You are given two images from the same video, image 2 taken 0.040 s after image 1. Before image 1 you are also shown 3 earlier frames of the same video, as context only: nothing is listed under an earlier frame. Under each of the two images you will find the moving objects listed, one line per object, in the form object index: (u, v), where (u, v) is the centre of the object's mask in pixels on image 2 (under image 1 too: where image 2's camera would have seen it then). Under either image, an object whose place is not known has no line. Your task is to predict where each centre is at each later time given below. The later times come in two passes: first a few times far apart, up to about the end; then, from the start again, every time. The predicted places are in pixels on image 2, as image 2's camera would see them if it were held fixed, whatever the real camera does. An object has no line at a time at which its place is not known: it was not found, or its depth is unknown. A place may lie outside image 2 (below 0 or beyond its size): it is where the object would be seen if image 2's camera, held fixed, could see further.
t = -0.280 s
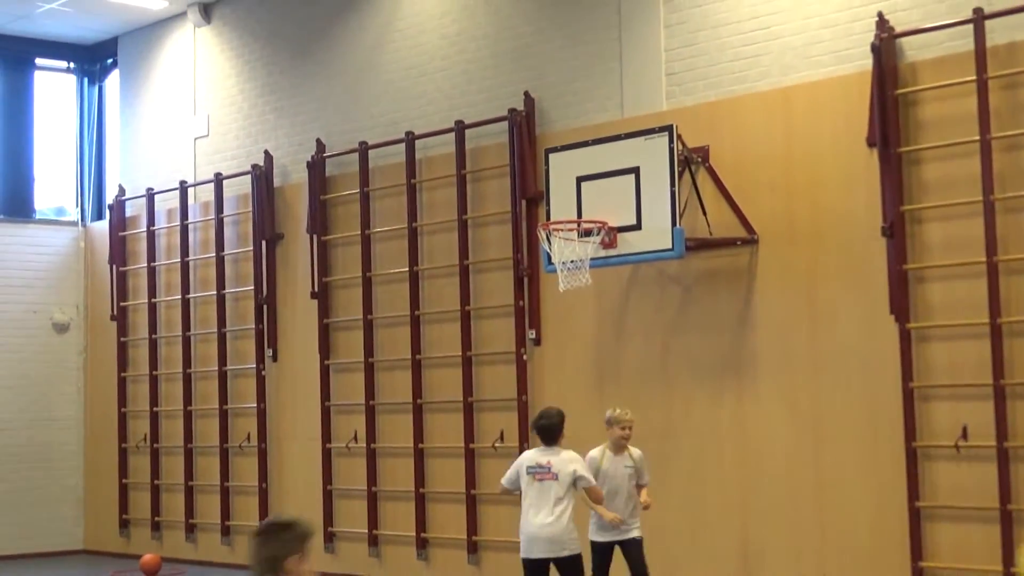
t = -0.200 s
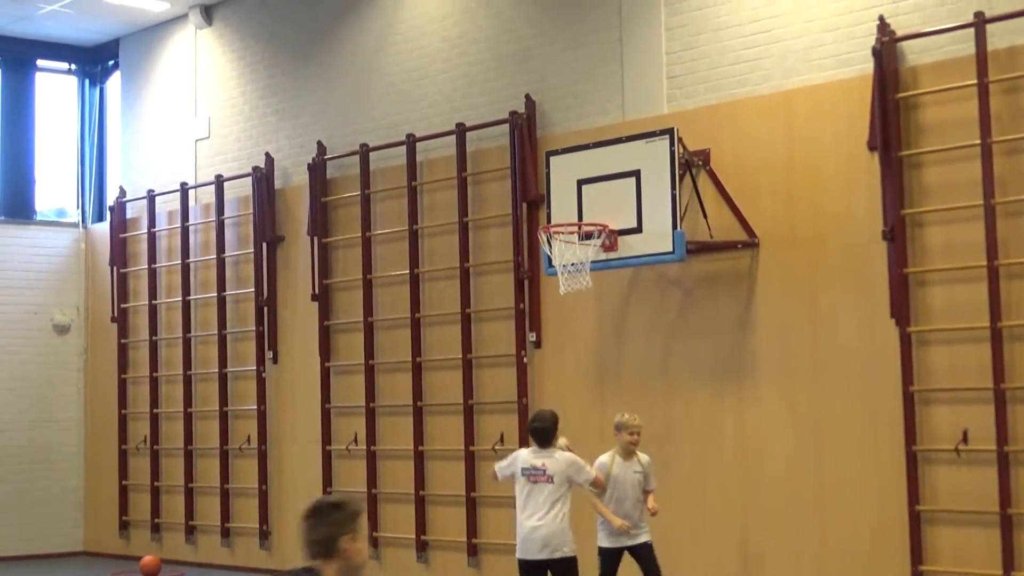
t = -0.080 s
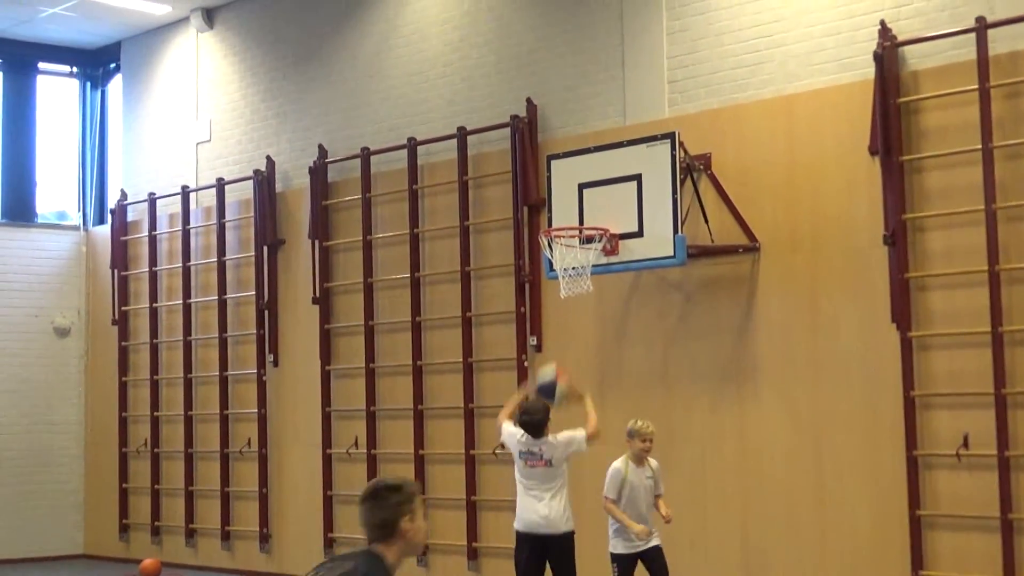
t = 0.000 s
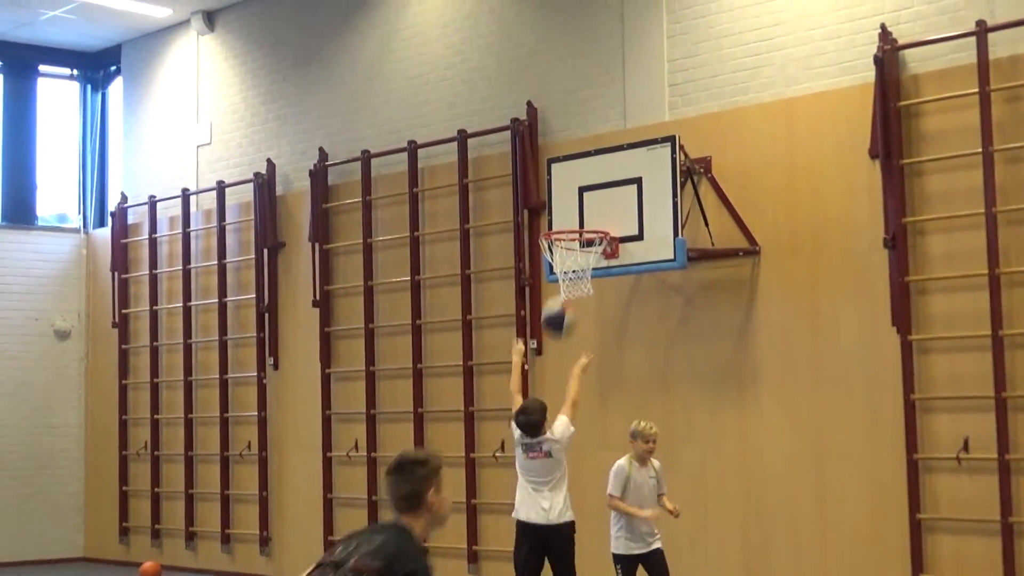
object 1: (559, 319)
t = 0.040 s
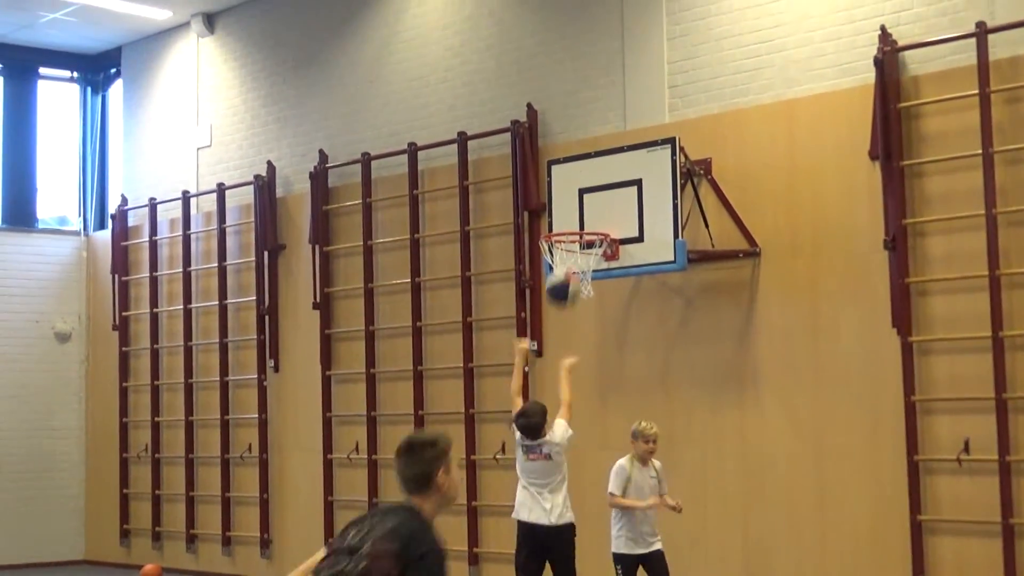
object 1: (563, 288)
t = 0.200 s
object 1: (577, 190)
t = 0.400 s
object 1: (593, 131)
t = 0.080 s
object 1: (567, 258)
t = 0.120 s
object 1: (571, 233)
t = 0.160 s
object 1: (574, 210)
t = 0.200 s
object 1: (577, 190)
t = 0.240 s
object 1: (581, 173)
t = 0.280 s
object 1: (583, 158)
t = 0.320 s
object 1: (586, 146)
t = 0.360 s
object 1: (590, 137)
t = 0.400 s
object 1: (593, 131)
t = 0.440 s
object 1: (596, 126)
